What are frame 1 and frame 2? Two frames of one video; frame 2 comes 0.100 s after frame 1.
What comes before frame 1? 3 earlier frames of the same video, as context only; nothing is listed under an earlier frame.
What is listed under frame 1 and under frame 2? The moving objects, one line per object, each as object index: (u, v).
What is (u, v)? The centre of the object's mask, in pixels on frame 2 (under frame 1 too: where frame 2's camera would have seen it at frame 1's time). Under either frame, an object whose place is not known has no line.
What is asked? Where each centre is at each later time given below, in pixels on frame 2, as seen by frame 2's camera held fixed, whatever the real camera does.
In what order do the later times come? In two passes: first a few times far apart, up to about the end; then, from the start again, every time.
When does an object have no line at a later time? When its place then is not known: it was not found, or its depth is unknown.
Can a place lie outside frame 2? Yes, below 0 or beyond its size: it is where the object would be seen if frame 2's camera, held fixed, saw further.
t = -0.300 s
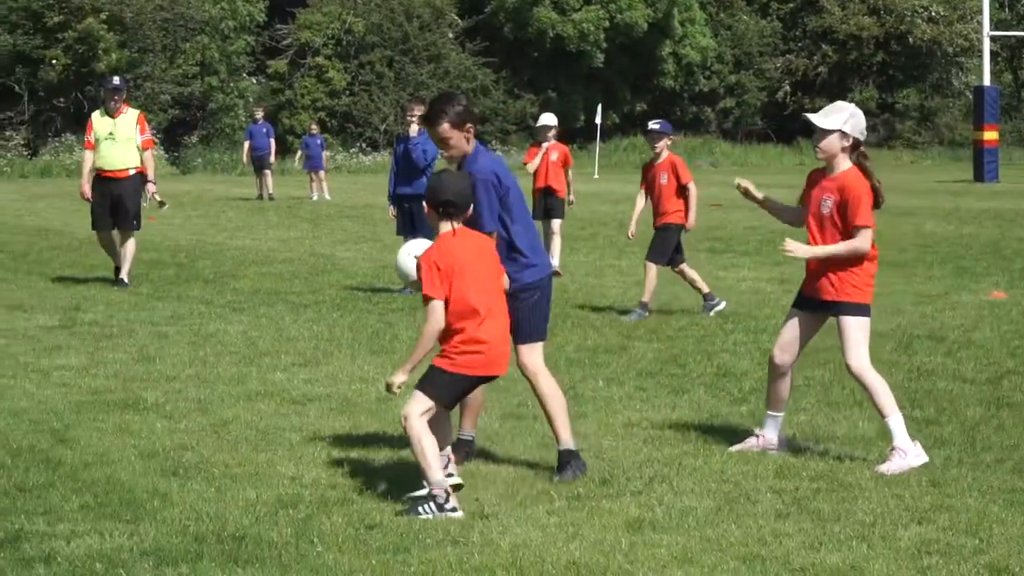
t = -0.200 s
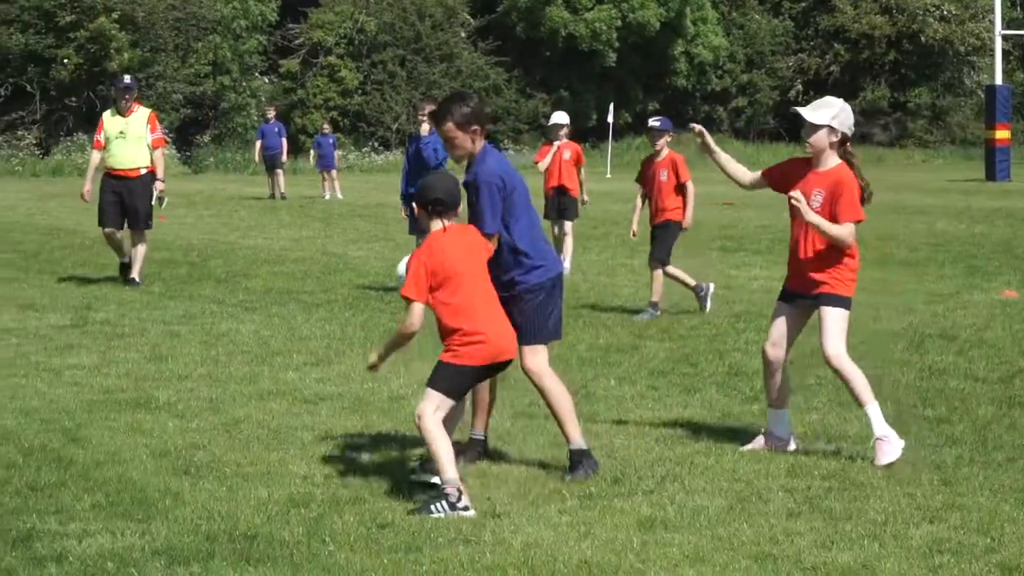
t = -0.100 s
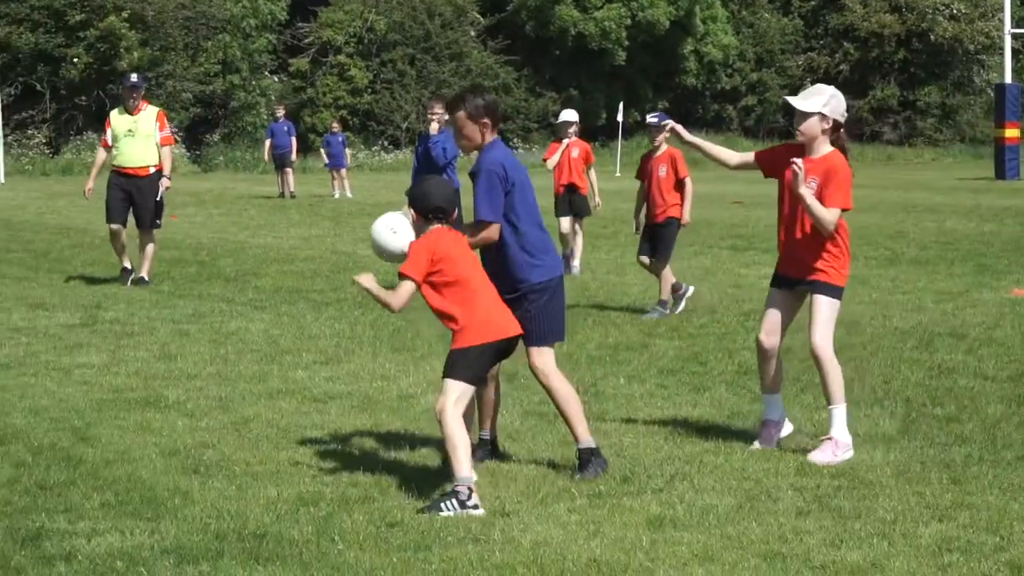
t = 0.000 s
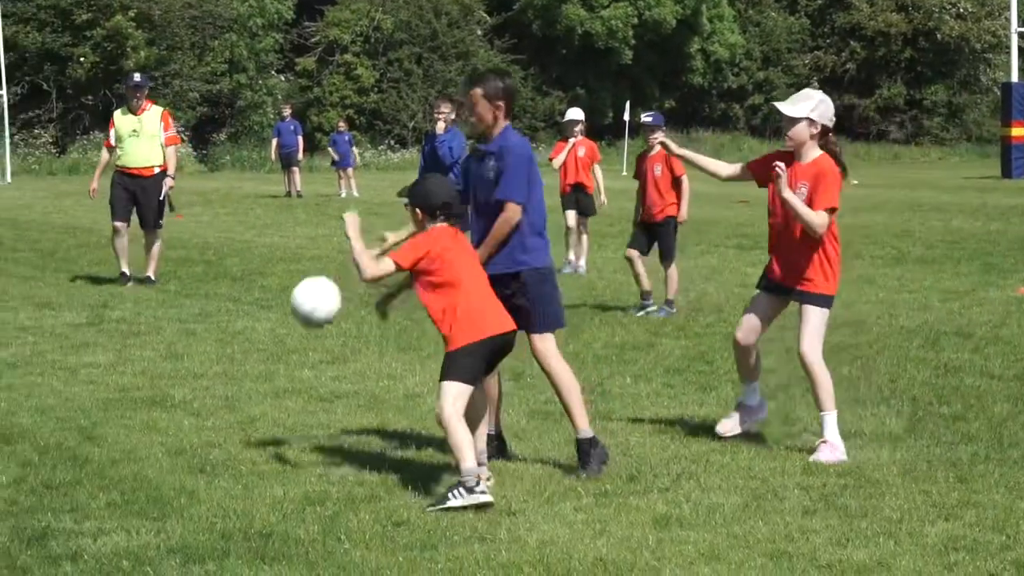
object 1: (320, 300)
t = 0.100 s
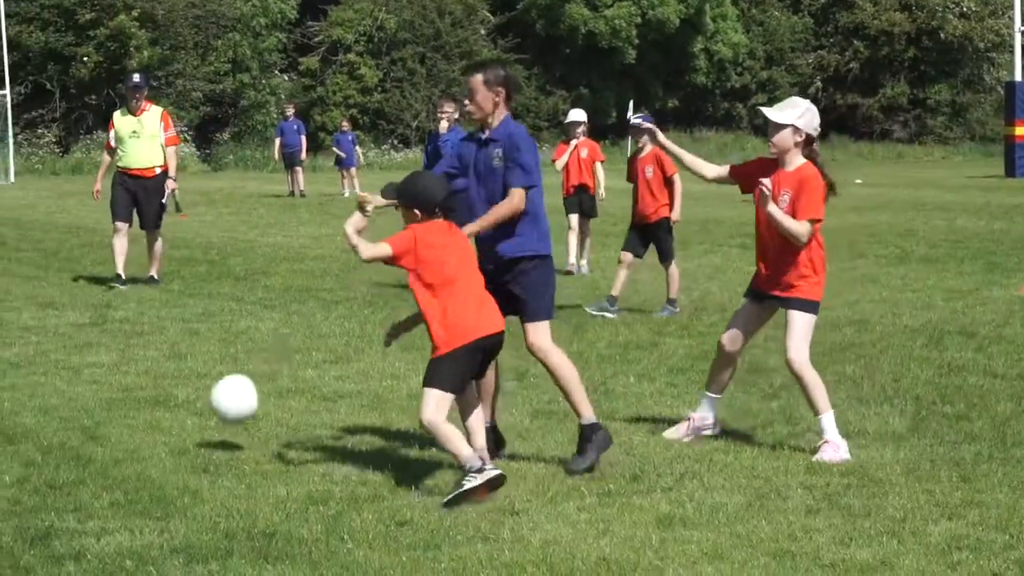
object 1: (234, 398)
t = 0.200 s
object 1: (186, 380)
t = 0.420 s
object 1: (117, 278)
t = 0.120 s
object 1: (218, 421)
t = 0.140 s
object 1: (206, 428)
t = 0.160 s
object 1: (200, 411)
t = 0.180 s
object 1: (192, 396)
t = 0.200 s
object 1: (186, 380)
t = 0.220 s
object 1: (179, 367)
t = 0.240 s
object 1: (172, 354)
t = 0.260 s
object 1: (165, 342)
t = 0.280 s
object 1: (158, 331)
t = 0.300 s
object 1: (151, 320)
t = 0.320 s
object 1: (145, 311)
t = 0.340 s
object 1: (139, 303)
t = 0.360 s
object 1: (134, 295)
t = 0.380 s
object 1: (128, 288)
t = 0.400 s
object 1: (123, 281)
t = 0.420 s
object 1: (117, 278)
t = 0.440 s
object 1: (110, 274)
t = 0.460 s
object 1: (104, 271)
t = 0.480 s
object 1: (99, 268)
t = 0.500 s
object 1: (94, 266)
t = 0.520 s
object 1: (85, 267)
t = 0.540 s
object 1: (82, 267)
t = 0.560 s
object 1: (76, 269)
